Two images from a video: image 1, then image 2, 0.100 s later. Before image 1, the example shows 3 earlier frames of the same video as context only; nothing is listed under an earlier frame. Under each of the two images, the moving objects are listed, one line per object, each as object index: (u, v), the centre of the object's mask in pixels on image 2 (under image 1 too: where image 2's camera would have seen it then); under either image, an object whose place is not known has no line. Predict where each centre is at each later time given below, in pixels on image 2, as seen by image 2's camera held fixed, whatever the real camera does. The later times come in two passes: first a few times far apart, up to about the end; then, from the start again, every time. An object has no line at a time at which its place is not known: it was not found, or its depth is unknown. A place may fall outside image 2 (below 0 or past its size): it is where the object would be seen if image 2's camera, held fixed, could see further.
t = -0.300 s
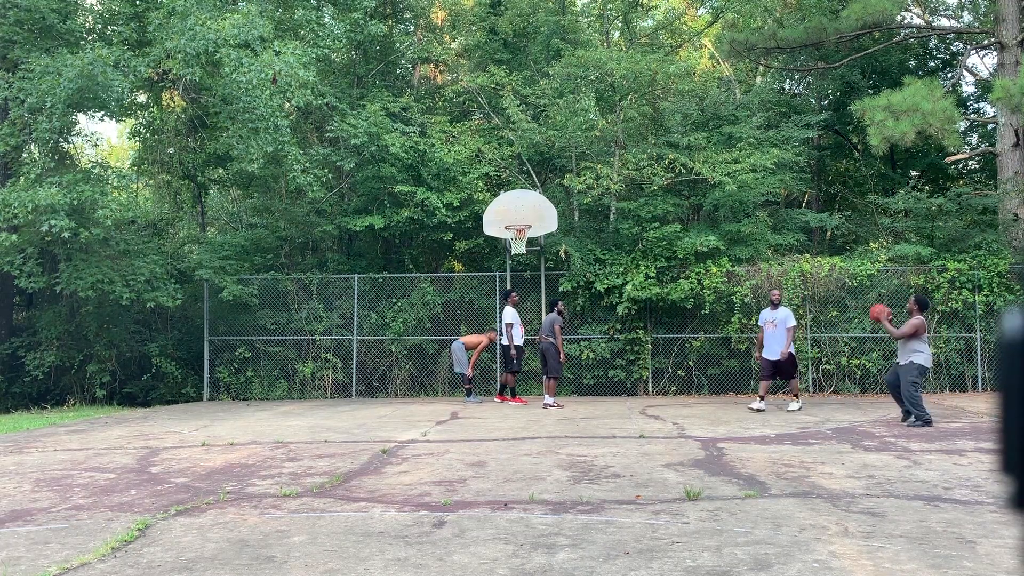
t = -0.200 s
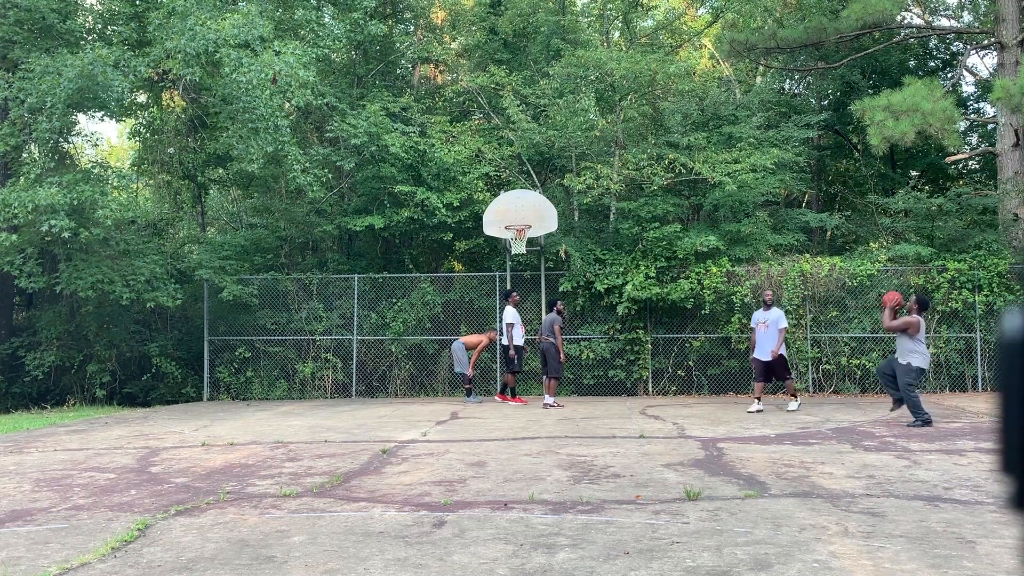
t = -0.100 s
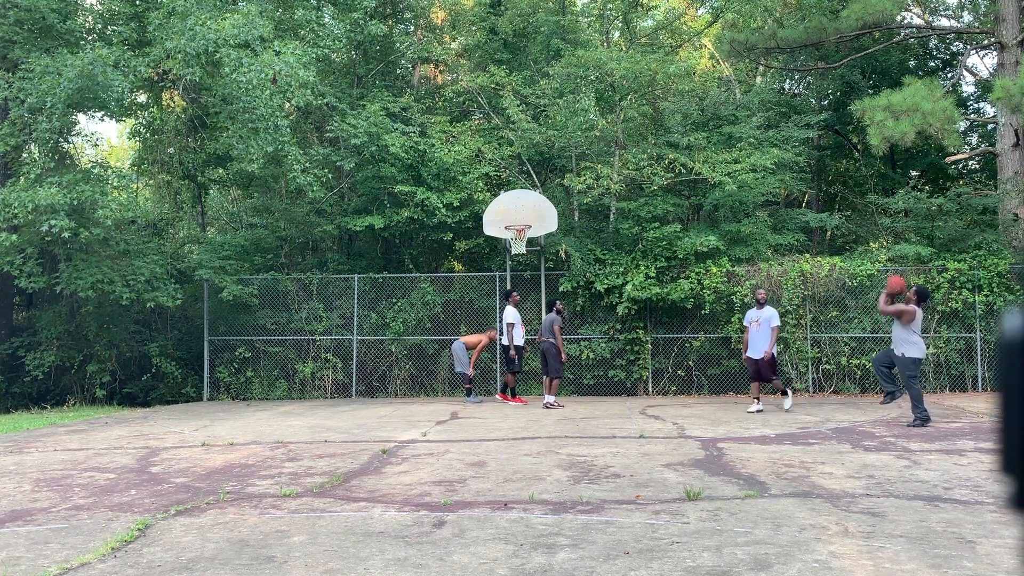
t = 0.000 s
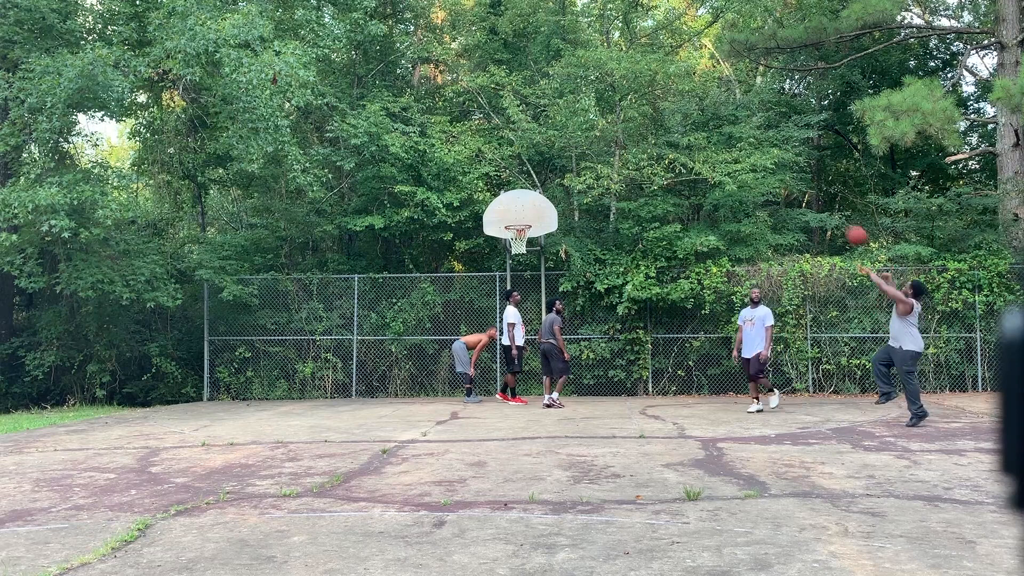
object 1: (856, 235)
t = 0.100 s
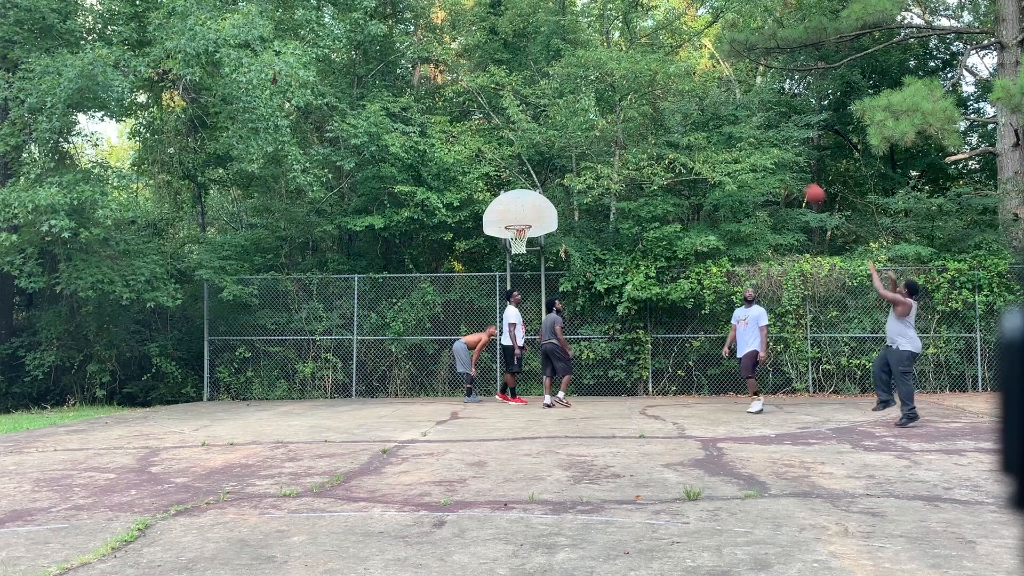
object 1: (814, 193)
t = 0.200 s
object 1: (776, 163)
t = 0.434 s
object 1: (698, 124)
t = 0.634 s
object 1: (642, 121)
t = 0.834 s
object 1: (593, 142)
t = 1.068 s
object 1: (546, 189)
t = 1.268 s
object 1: (513, 230)
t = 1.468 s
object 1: (512, 232)
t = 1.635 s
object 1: (519, 237)
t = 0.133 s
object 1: (801, 182)
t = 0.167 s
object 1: (788, 172)
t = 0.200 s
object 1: (776, 163)
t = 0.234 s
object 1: (763, 154)
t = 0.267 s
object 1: (751, 147)
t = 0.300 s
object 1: (741, 141)
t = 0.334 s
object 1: (730, 135)
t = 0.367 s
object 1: (719, 130)
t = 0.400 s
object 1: (708, 127)
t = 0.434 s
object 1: (698, 124)
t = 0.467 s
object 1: (688, 121)
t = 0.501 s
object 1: (678, 120)
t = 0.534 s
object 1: (669, 119)
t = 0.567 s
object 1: (660, 119)
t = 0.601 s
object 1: (650, 120)
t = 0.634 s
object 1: (642, 121)
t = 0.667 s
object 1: (633, 123)
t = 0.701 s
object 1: (625, 126)
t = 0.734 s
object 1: (617, 128)
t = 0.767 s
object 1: (609, 132)
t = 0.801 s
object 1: (601, 137)
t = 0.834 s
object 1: (593, 142)
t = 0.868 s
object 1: (587, 147)
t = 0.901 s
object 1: (579, 153)
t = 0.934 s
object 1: (572, 159)
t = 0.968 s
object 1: (565, 165)
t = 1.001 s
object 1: (559, 173)
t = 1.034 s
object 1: (552, 181)
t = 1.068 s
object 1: (546, 189)
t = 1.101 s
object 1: (539, 198)
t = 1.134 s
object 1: (533, 207)
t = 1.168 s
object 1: (527, 216)
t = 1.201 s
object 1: (522, 221)
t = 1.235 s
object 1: (518, 225)
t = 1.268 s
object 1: (513, 230)
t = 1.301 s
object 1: (509, 234)
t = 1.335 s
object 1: (509, 233)
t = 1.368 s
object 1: (509, 233)
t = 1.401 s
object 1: (510, 232)
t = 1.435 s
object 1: (510, 232)
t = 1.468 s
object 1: (512, 232)
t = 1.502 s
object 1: (514, 232)
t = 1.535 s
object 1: (515, 234)
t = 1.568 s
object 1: (516, 236)
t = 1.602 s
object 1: (515, 237)
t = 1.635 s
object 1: (519, 237)
